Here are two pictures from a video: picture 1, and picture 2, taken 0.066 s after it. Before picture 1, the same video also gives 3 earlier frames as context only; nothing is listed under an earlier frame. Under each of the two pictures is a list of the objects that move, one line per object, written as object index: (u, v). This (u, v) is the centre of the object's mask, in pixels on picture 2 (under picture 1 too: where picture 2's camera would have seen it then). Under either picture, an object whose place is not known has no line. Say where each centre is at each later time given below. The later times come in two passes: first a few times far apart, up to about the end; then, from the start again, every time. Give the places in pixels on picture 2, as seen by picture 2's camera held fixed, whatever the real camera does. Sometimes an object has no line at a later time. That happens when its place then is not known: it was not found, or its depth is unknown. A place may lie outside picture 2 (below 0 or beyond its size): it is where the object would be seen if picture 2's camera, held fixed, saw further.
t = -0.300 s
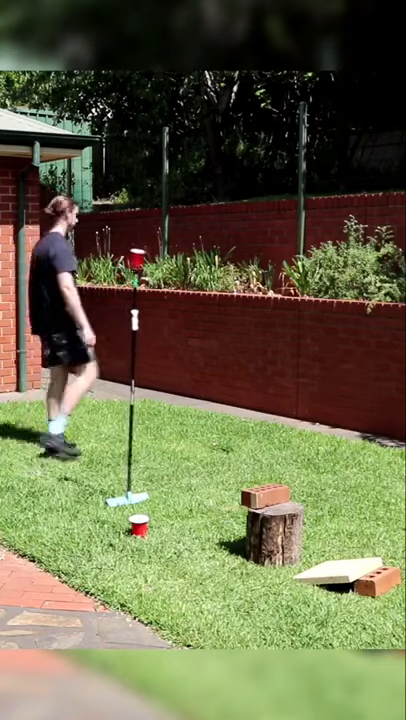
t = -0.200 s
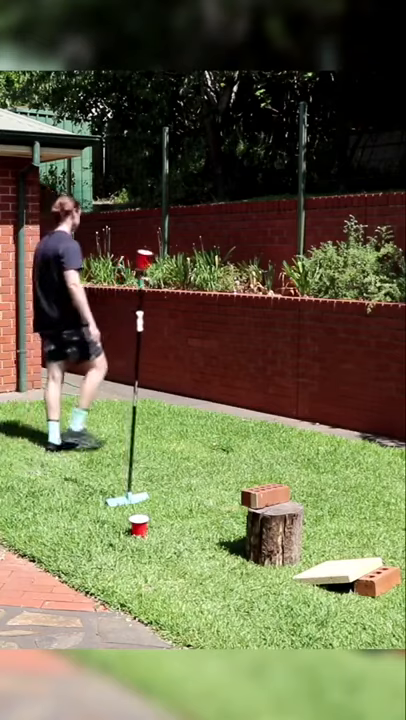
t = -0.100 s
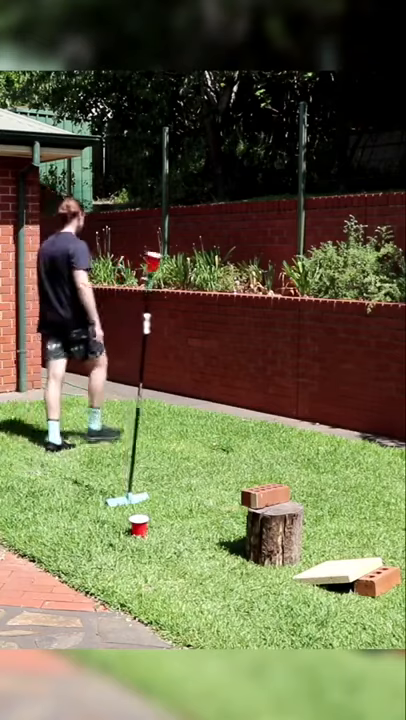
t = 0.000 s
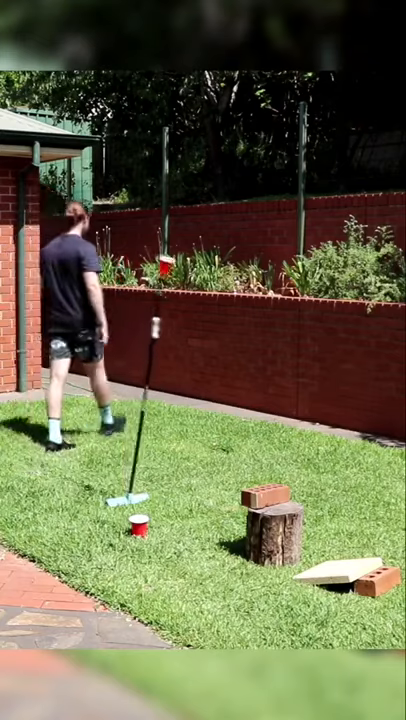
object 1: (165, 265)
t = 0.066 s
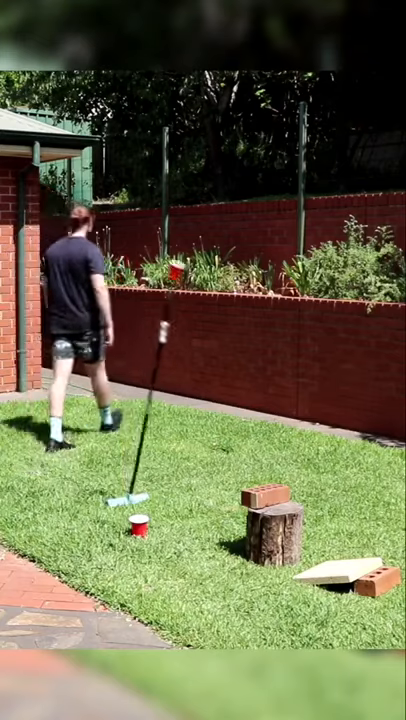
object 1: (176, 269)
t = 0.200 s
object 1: (202, 291)
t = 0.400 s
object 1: (268, 365)
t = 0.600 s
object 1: (305, 463)
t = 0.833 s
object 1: (310, 477)
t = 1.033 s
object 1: (311, 479)
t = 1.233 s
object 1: (311, 479)
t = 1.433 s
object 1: (311, 479)
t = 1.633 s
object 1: (311, 479)
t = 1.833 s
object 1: (311, 479)
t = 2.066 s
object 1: (311, 479)
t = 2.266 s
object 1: (311, 479)
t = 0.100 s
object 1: (182, 274)
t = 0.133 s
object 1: (188, 277)
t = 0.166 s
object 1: (197, 281)
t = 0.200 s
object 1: (202, 291)
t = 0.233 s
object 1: (214, 298)
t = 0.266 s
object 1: (225, 307)
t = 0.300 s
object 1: (233, 316)
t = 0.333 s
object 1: (245, 331)
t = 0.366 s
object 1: (257, 347)
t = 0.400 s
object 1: (268, 365)
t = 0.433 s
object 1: (282, 391)
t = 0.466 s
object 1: (294, 417)
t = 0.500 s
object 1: (304, 456)
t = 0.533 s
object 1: (309, 480)
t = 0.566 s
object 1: (306, 467)
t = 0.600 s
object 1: (305, 463)
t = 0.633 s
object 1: (305, 460)
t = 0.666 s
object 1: (305, 460)
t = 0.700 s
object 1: (306, 463)
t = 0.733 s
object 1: (308, 469)
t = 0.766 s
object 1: (310, 478)
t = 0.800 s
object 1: (310, 477)
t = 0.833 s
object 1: (310, 477)
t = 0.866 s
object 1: (311, 479)
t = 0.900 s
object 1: (311, 478)
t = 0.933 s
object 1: (311, 479)
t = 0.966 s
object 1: (311, 479)
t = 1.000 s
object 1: (311, 479)
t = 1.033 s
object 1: (311, 479)
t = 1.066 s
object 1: (311, 479)
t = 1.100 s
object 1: (311, 479)
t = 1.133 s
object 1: (311, 479)
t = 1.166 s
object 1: (311, 479)
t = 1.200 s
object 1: (311, 479)
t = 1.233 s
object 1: (311, 479)
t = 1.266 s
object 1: (311, 479)
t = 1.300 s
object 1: (311, 479)
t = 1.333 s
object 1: (311, 479)
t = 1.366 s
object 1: (311, 479)
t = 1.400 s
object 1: (311, 479)
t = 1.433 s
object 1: (311, 479)
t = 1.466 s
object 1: (311, 479)
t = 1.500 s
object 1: (311, 479)
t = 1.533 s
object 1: (311, 479)
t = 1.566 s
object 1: (311, 479)
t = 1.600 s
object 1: (311, 479)
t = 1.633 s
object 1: (311, 479)
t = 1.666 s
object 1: (311, 479)
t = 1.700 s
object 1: (311, 479)
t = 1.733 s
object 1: (311, 479)
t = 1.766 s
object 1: (311, 479)
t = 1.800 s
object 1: (311, 479)
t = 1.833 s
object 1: (311, 479)
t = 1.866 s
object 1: (311, 479)
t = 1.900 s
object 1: (311, 479)
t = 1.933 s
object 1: (311, 479)
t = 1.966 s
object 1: (311, 479)
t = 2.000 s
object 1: (311, 479)
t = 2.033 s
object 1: (311, 479)
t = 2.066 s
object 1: (311, 479)
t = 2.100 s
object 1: (311, 479)
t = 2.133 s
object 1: (311, 479)
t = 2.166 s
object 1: (310, 479)
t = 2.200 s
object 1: (310, 479)
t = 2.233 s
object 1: (310, 479)
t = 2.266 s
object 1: (311, 479)
